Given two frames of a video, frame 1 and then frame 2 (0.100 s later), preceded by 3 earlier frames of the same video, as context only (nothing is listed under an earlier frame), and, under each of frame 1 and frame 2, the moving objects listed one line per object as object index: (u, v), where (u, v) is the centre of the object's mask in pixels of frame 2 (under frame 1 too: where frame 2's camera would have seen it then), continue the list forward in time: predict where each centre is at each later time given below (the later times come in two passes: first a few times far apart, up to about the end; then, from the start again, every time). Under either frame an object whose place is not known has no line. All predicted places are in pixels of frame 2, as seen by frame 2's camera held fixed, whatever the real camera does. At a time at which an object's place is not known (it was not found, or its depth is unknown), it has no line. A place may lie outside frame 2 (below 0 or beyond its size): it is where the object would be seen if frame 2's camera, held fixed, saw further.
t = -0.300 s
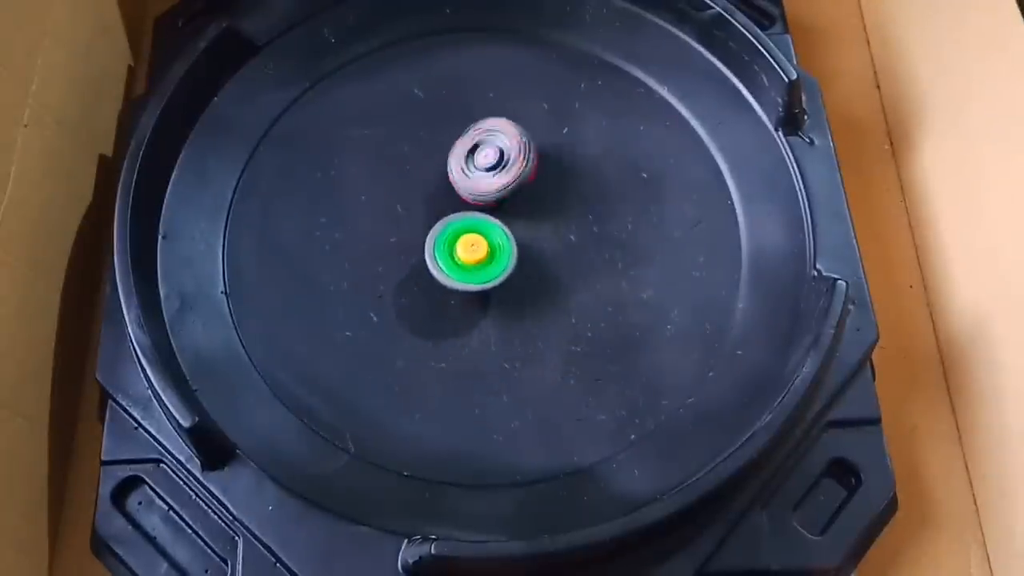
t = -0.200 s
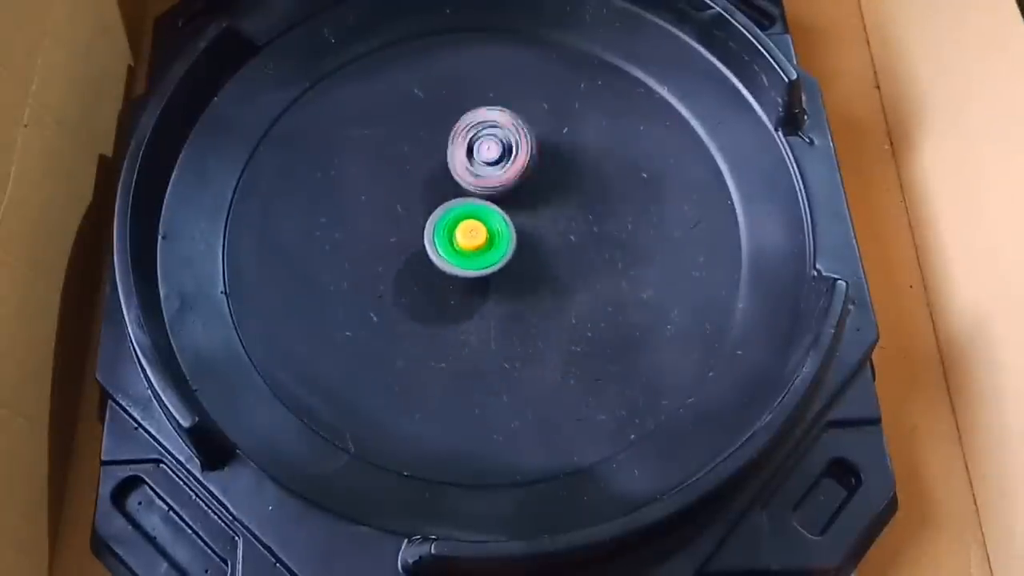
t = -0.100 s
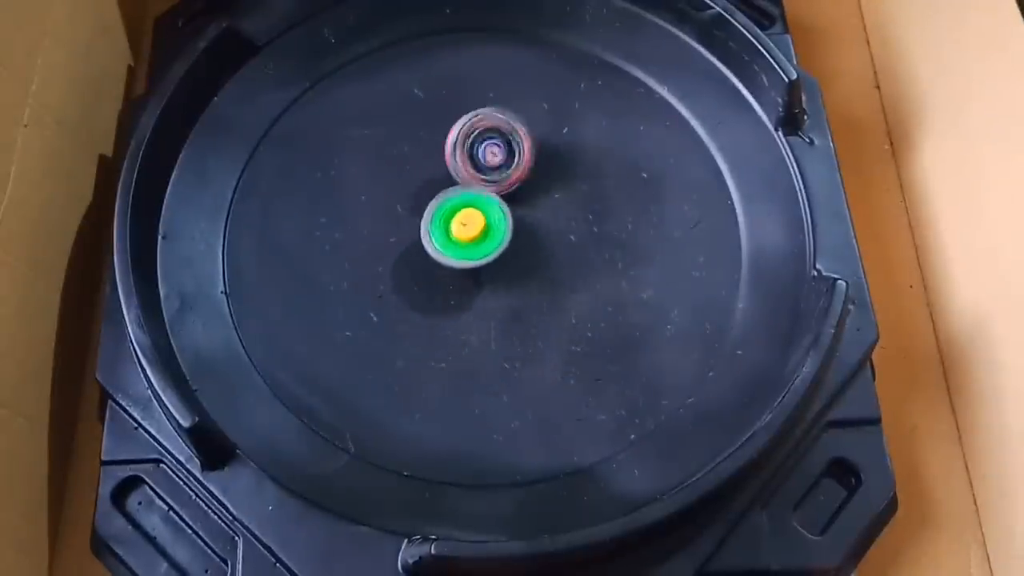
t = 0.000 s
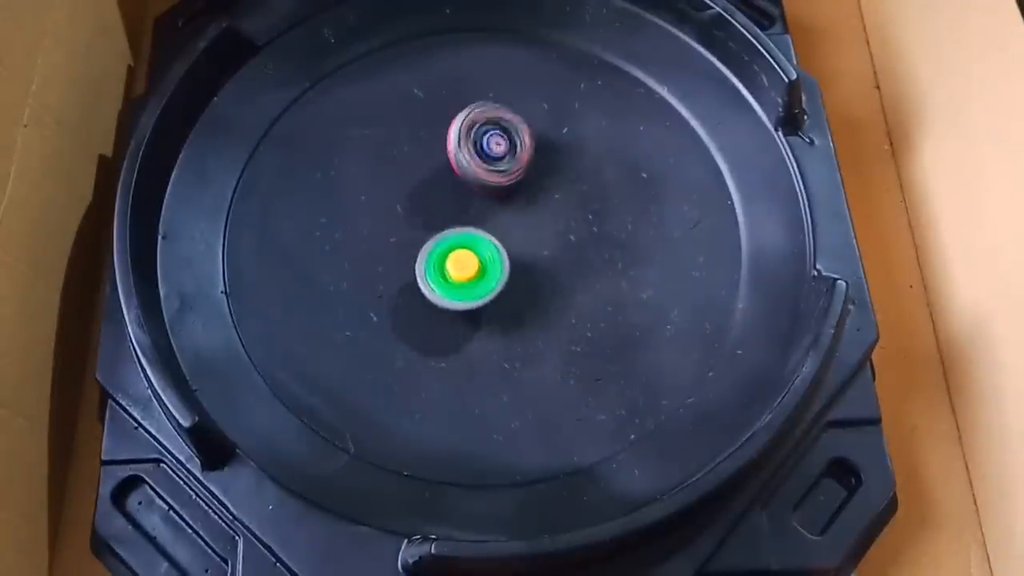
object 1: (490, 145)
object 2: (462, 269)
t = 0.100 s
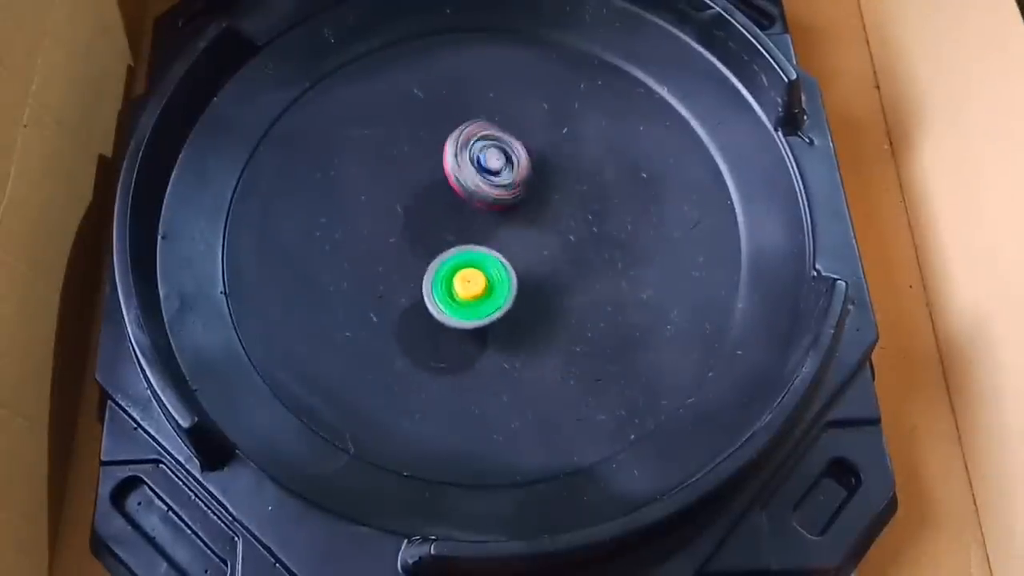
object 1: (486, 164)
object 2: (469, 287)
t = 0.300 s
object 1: (521, 203)
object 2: (493, 300)
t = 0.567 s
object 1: (580, 217)
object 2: (510, 277)
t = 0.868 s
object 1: (559, 189)
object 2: (487, 247)
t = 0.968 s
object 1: (521, 185)
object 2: (470, 246)
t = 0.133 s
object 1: (490, 170)
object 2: (473, 291)
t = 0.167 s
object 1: (495, 177)
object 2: (477, 294)
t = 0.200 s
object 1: (500, 184)
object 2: (480, 296)
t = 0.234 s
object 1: (506, 191)
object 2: (484, 298)
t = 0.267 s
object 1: (512, 196)
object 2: (488, 299)
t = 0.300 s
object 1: (521, 203)
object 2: (493, 300)
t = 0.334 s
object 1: (530, 208)
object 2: (496, 300)
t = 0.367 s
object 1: (539, 212)
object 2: (500, 298)
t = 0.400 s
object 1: (548, 216)
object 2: (503, 295)
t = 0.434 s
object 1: (557, 218)
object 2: (505, 292)
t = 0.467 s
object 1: (563, 219)
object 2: (507, 289)
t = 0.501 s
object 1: (570, 220)
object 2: (509, 285)
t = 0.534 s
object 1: (576, 219)
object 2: (510, 282)
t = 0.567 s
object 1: (580, 217)
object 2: (510, 277)
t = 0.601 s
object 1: (583, 215)
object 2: (510, 272)
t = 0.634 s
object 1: (584, 214)
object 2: (510, 267)
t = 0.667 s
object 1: (584, 211)
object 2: (510, 261)
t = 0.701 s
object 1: (582, 208)
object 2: (509, 256)
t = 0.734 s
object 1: (579, 206)
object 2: (508, 251)
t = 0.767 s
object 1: (578, 203)
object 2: (506, 245)
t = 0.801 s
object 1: (573, 200)
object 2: (498, 244)
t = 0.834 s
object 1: (566, 194)
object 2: (492, 247)
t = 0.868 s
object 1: (559, 189)
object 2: (487, 247)
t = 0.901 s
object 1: (547, 189)
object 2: (482, 246)
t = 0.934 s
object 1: (536, 188)
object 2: (476, 245)
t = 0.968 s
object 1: (521, 185)
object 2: (470, 246)
